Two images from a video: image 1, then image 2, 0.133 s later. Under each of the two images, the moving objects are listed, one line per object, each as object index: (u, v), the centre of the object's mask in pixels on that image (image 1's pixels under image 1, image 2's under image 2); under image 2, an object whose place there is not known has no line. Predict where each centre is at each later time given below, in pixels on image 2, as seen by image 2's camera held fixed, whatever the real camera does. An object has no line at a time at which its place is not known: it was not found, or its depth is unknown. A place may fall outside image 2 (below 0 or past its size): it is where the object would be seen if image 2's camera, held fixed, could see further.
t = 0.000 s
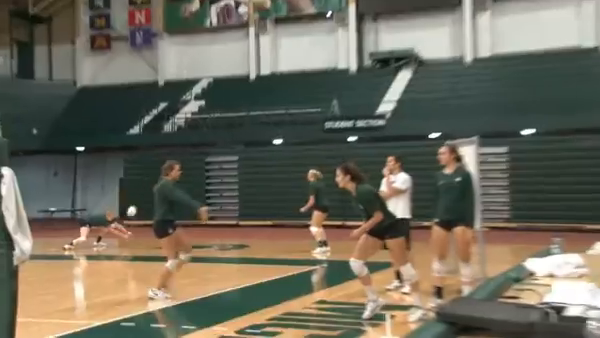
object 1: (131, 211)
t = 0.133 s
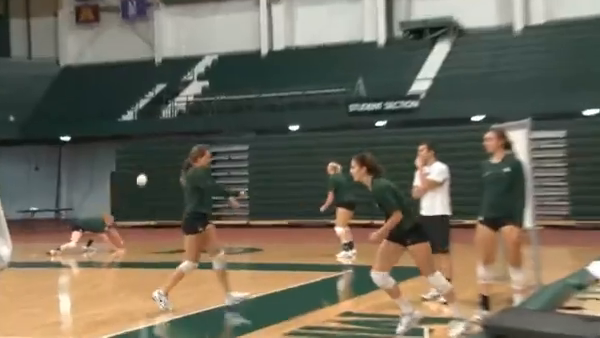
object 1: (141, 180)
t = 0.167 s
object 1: (146, 173)
